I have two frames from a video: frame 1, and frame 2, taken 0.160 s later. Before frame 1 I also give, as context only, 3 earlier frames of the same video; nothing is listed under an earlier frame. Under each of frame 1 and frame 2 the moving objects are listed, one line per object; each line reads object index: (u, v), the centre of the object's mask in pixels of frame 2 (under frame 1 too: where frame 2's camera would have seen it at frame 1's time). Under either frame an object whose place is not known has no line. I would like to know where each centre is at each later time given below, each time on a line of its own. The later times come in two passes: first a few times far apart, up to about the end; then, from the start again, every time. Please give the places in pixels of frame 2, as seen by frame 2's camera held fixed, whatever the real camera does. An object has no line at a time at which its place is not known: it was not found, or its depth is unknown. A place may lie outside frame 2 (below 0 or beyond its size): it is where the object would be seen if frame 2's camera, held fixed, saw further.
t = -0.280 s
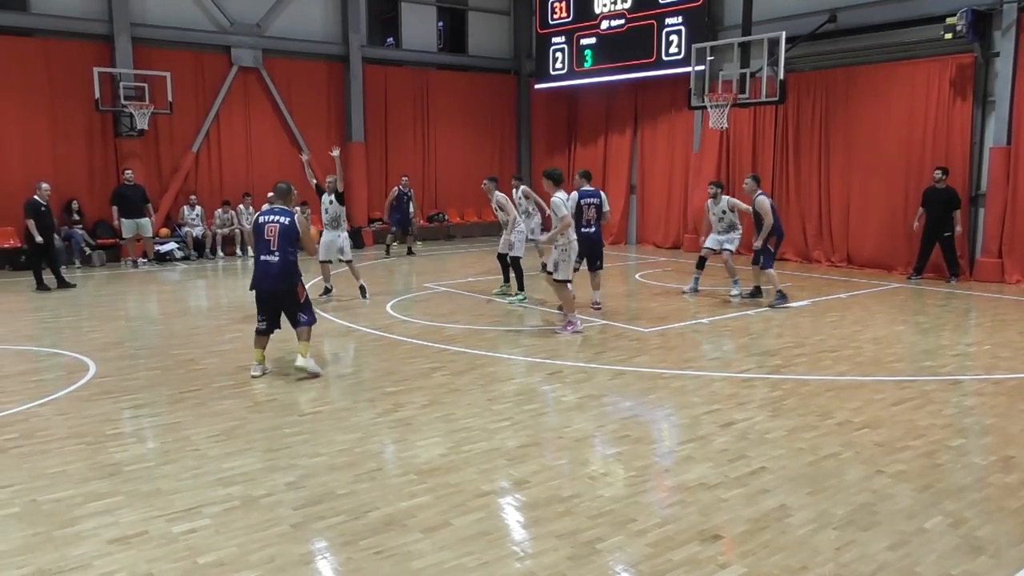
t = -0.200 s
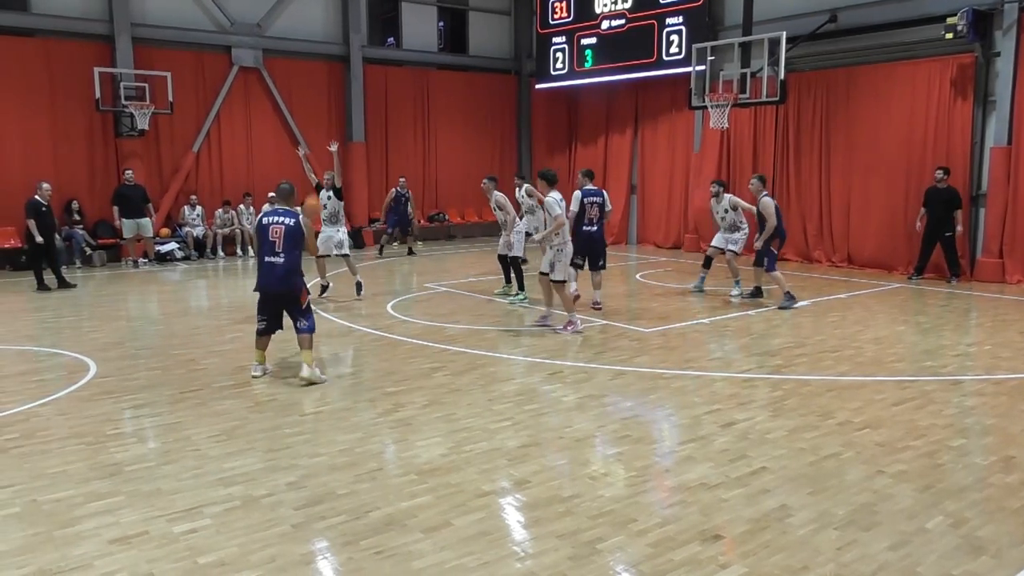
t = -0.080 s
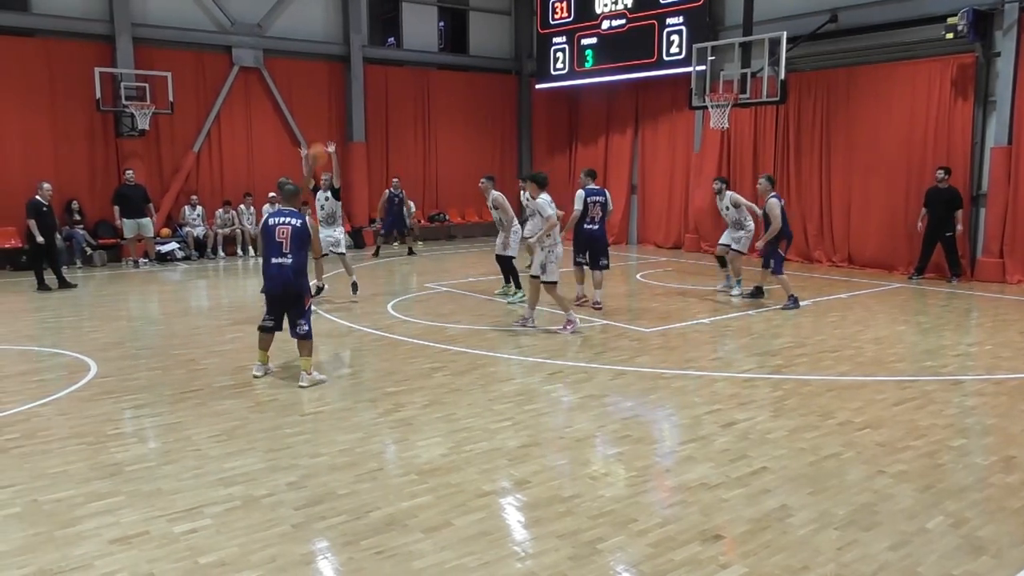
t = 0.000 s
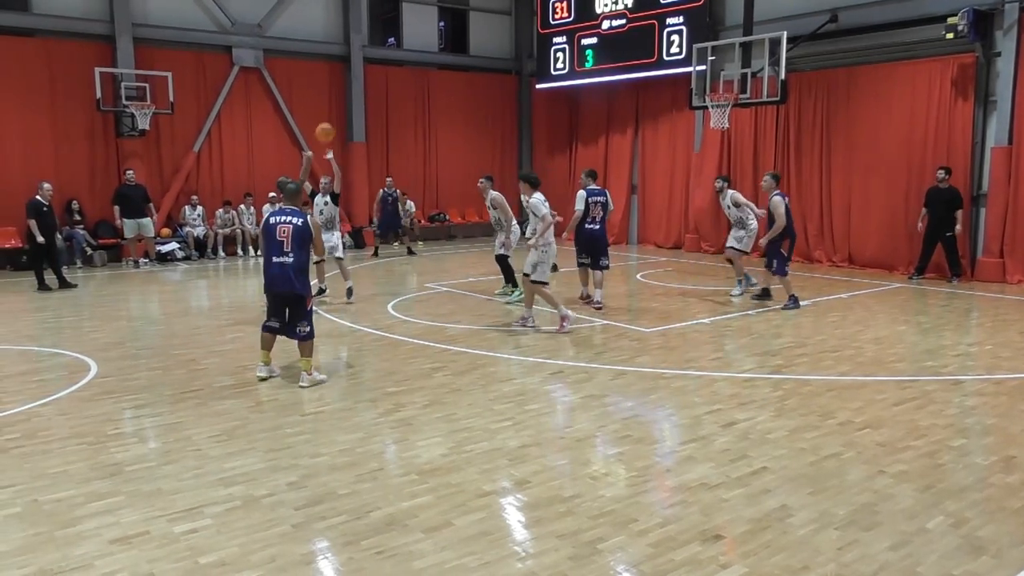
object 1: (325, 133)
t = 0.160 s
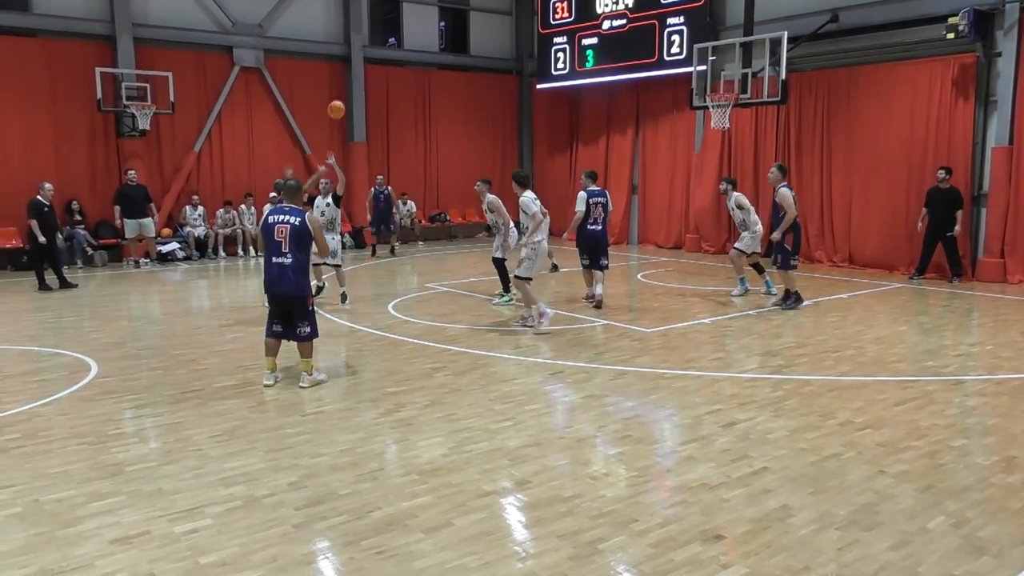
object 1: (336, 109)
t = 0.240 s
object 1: (341, 105)
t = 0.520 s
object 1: (359, 121)
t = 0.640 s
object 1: (366, 141)
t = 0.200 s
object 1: (339, 107)
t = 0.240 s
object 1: (341, 105)
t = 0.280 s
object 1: (344, 105)
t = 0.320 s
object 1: (347, 105)
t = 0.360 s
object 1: (349, 107)
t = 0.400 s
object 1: (351, 109)
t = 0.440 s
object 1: (354, 112)
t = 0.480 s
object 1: (356, 116)
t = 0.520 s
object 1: (359, 121)
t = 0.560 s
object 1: (362, 127)
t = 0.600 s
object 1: (364, 134)
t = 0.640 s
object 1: (366, 141)
